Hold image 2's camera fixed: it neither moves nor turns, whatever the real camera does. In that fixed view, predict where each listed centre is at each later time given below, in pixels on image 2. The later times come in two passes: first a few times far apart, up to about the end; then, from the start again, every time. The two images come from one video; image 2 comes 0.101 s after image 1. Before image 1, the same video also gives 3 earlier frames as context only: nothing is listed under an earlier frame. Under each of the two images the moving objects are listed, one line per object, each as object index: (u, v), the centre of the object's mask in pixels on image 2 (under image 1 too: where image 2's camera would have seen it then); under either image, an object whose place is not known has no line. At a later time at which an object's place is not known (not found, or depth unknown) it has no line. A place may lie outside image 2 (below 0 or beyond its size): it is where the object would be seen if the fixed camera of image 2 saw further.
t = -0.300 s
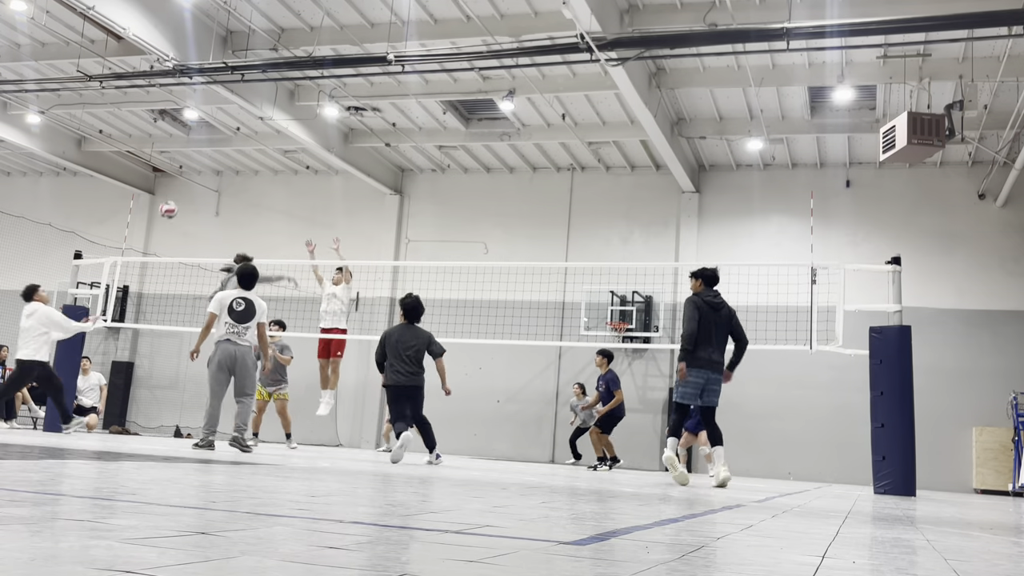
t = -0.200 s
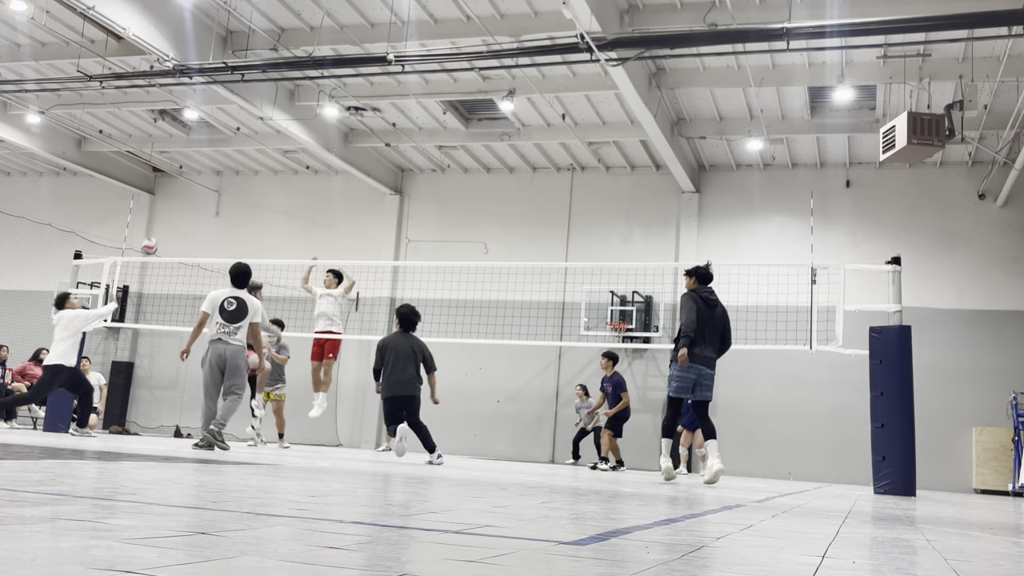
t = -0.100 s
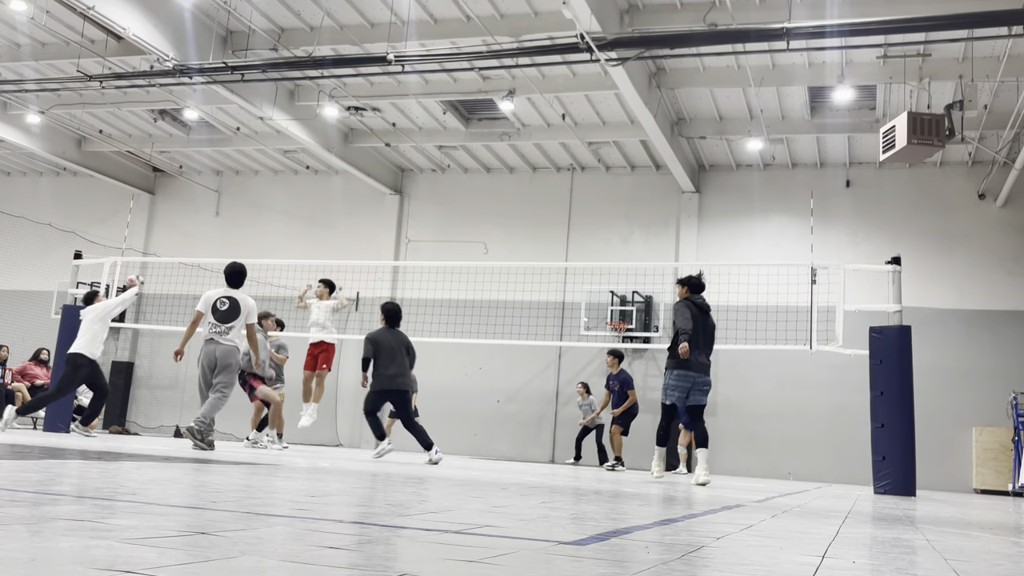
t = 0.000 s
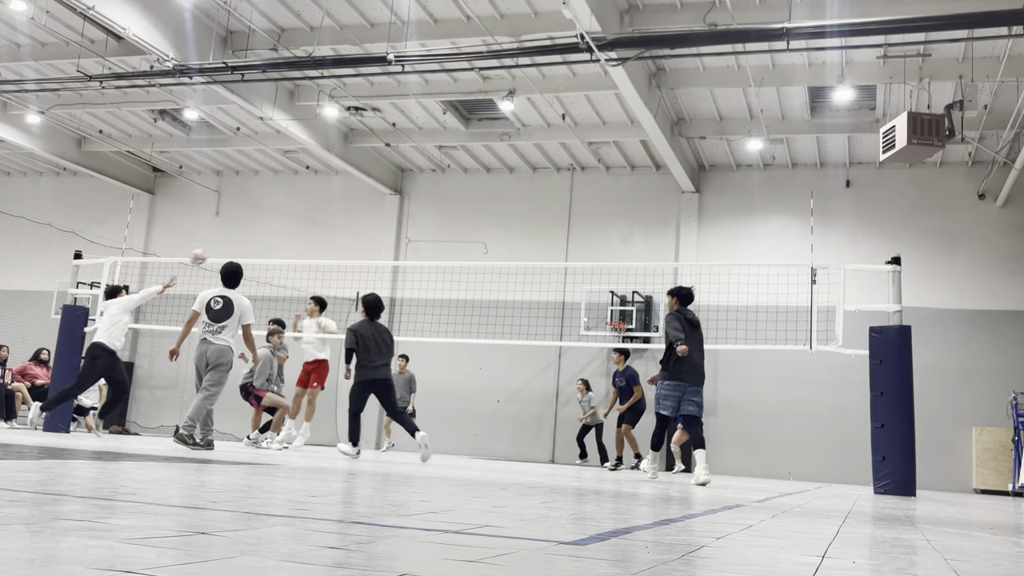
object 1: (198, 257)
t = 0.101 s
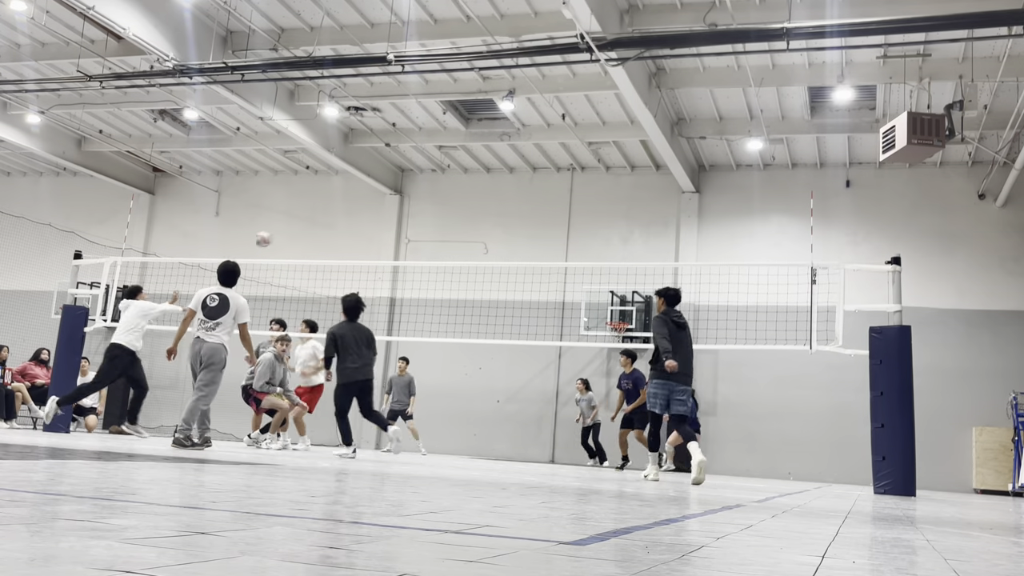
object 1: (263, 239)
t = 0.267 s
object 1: (355, 229)
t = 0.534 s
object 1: (472, 247)
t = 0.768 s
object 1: (554, 295)
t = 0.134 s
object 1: (283, 235)
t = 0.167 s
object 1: (302, 232)
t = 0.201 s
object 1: (321, 230)
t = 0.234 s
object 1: (339, 229)
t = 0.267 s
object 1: (355, 229)
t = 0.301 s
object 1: (372, 229)
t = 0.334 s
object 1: (388, 230)
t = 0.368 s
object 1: (403, 231)
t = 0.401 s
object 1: (417, 233)
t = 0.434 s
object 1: (431, 235)
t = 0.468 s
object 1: (445, 239)
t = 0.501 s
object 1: (459, 243)
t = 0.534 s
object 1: (472, 247)
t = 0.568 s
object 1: (485, 252)
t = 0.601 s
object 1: (498, 257)
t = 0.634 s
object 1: (509, 264)
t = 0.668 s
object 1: (521, 272)
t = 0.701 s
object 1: (532, 279)
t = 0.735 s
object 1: (543, 287)
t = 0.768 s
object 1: (554, 295)
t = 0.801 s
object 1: (564, 303)
